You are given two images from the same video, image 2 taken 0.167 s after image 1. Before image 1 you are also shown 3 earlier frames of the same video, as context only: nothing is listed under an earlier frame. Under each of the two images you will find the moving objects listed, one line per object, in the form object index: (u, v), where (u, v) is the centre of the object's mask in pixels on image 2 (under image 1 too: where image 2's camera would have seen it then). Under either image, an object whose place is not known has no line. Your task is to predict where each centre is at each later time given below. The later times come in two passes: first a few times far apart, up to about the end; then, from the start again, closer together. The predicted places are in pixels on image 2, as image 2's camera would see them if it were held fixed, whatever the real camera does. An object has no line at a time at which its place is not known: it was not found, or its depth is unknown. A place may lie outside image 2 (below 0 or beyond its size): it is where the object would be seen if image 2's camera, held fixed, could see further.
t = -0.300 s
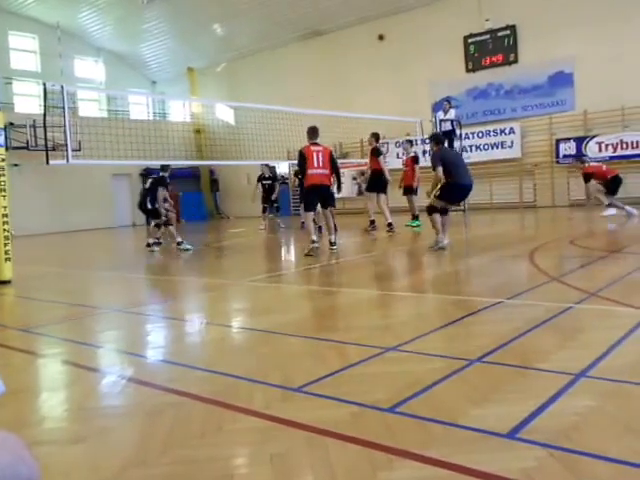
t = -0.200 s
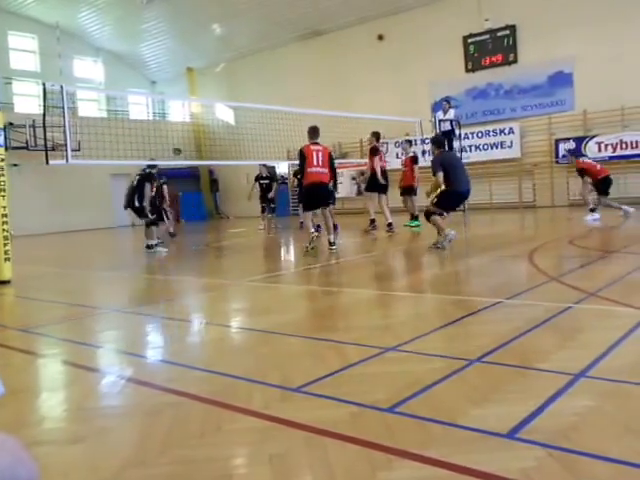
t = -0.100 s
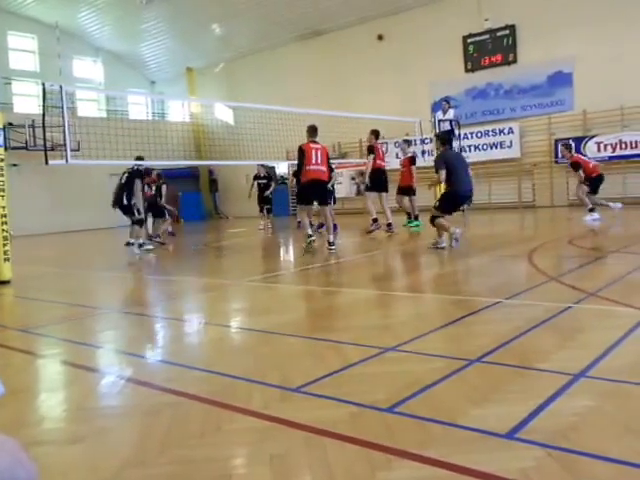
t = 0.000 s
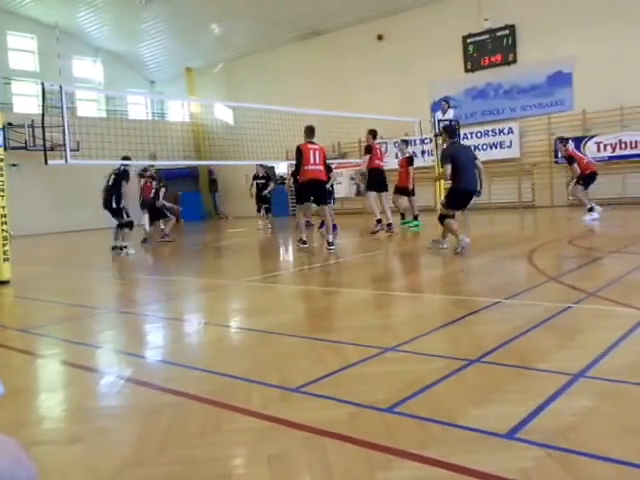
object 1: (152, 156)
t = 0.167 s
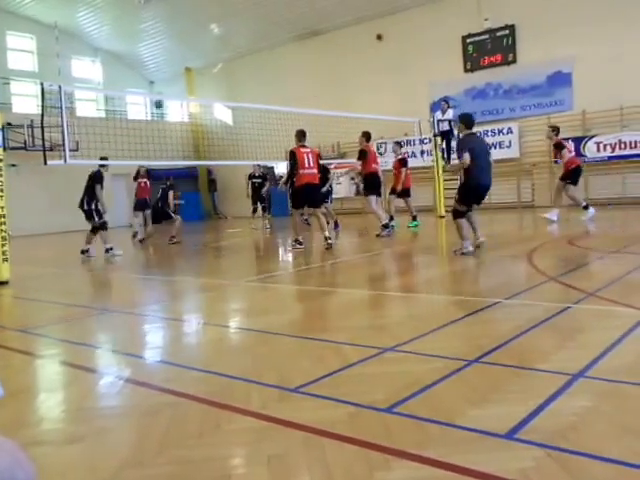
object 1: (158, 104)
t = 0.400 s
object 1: (168, 51)
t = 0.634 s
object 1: (180, 23)
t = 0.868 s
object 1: (193, 18)
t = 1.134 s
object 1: (212, 46)
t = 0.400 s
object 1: (168, 51)
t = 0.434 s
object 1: (169, 46)
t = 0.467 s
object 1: (171, 40)
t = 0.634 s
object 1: (180, 23)
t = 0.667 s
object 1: (182, 20)
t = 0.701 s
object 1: (184, 18)
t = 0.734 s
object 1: (185, 17)
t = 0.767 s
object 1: (187, 17)
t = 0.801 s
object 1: (189, 16)
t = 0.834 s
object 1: (191, 17)
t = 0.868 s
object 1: (193, 18)
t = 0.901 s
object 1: (195, 20)
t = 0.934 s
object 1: (197, 22)
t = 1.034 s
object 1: (205, 31)
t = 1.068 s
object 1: (206, 35)
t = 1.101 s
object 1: (209, 40)
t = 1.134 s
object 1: (212, 46)
